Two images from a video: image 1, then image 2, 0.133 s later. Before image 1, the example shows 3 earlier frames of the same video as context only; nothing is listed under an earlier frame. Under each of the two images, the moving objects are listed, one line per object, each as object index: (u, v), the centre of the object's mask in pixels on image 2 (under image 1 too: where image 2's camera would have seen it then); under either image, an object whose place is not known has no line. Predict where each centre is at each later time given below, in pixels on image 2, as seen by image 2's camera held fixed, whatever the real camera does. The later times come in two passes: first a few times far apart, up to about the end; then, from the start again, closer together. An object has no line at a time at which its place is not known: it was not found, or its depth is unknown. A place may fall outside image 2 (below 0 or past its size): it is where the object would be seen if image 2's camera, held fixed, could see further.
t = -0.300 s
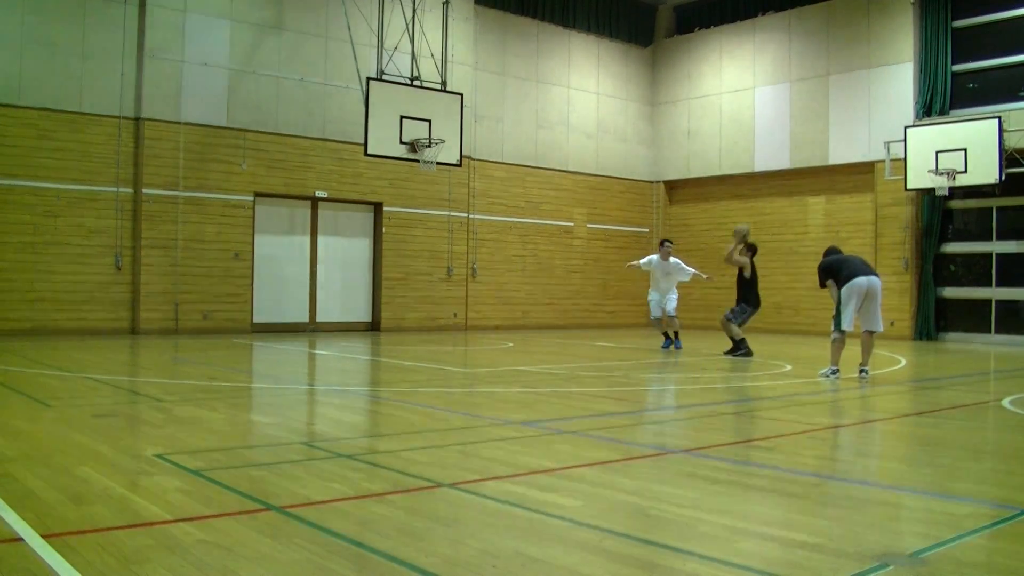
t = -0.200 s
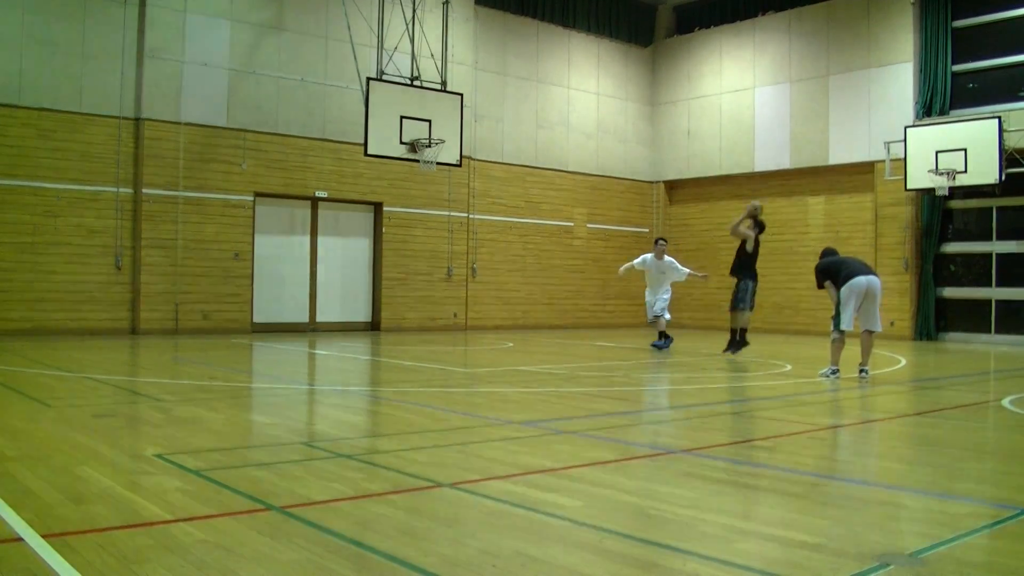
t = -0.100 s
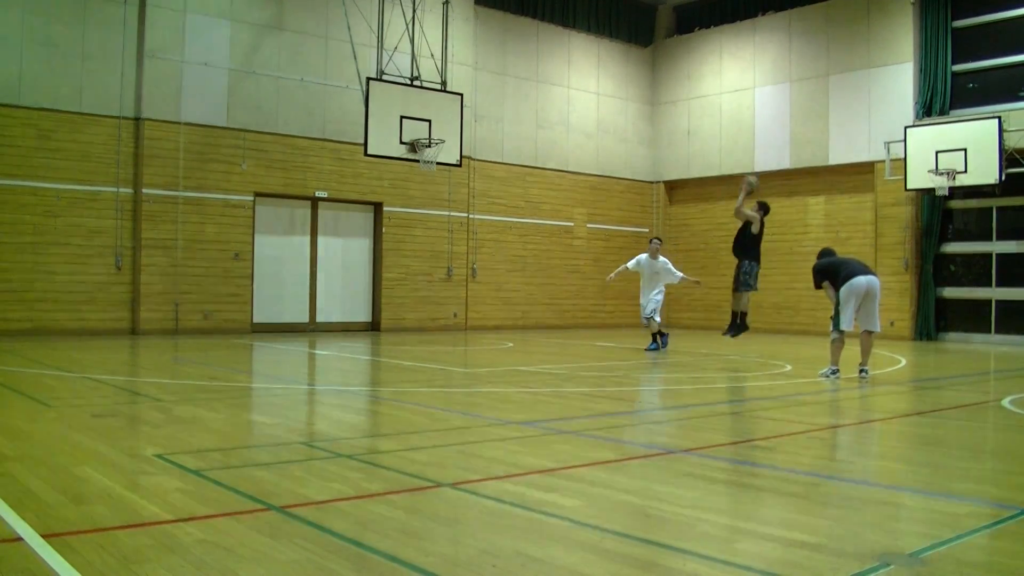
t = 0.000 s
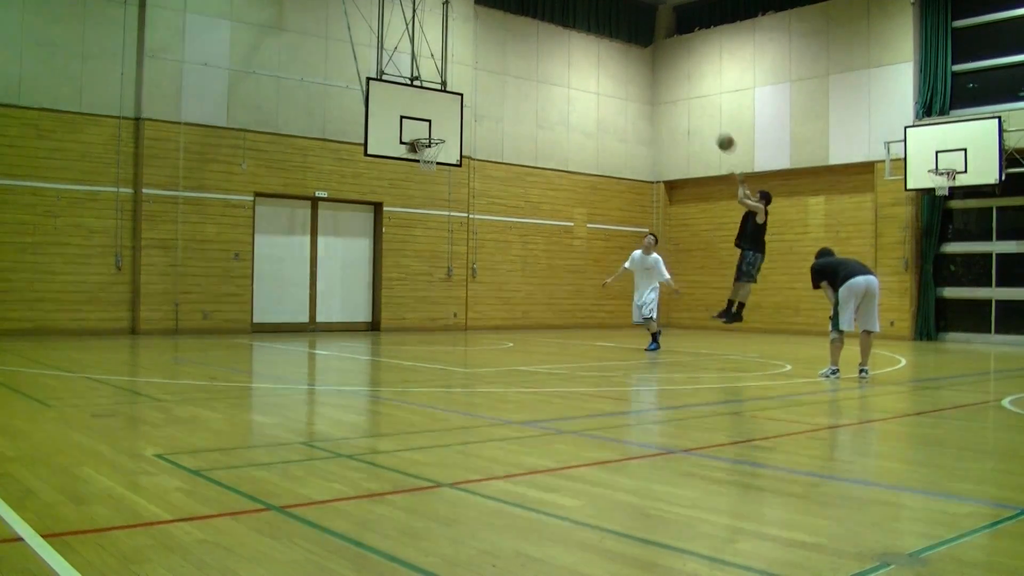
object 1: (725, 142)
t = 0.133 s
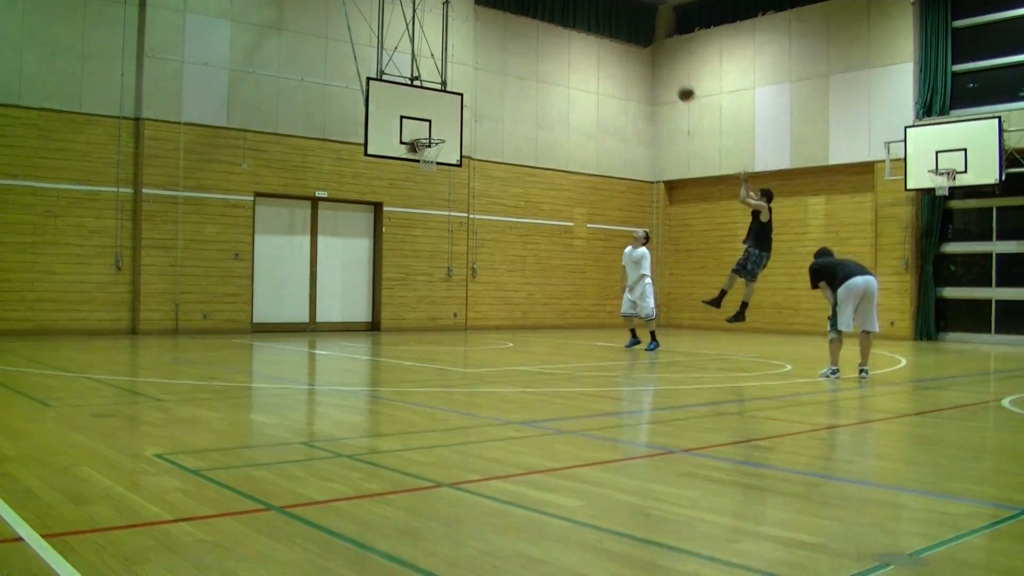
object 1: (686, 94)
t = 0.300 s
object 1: (638, 50)
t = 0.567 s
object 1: (568, 26)
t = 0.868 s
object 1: (492, 56)
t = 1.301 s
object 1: (435, 167)
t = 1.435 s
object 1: (446, 193)
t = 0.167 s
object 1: (675, 84)
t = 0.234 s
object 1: (656, 64)
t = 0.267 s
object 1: (647, 57)
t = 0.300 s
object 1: (638, 50)
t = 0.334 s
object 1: (629, 44)
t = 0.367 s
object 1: (620, 39)
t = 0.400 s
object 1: (612, 35)
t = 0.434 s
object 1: (603, 32)
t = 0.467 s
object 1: (594, 29)
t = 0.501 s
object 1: (586, 27)
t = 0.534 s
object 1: (577, 26)
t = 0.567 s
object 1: (568, 26)
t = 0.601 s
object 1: (559, 26)
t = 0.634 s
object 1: (550, 28)
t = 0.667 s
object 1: (541, 30)
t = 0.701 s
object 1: (533, 32)
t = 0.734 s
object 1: (524, 36)
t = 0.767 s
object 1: (516, 40)
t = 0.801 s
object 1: (509, 44)
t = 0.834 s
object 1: (500, 49)
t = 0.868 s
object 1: (492, 56)
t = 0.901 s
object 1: (484, 63)
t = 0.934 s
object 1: (476, 70)
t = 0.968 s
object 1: (468, 78)
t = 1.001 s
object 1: (460, 86)
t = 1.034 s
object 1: (452, 96)
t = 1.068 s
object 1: (445, 105)
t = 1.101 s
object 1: (438, 116)
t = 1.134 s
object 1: (430, 127)
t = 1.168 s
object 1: (422, 140)
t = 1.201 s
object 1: (423, 147)
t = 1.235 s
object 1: (428, 156)
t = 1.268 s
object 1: (431, 162)
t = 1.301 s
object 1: (435, 167)
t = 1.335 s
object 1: (438, 172)
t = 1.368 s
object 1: (441, 178)
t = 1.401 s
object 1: (444, 185)
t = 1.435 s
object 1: (446, 193)
